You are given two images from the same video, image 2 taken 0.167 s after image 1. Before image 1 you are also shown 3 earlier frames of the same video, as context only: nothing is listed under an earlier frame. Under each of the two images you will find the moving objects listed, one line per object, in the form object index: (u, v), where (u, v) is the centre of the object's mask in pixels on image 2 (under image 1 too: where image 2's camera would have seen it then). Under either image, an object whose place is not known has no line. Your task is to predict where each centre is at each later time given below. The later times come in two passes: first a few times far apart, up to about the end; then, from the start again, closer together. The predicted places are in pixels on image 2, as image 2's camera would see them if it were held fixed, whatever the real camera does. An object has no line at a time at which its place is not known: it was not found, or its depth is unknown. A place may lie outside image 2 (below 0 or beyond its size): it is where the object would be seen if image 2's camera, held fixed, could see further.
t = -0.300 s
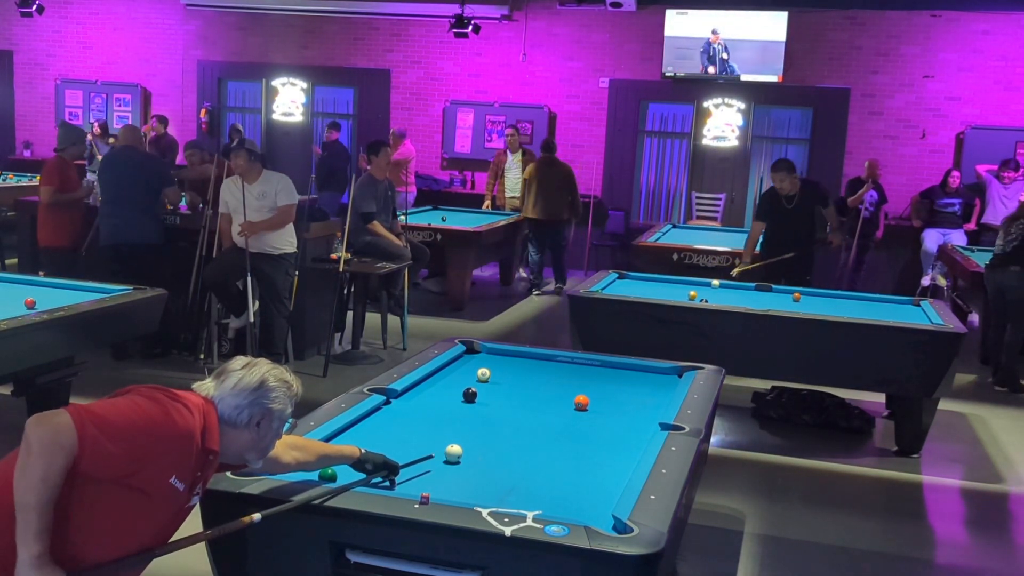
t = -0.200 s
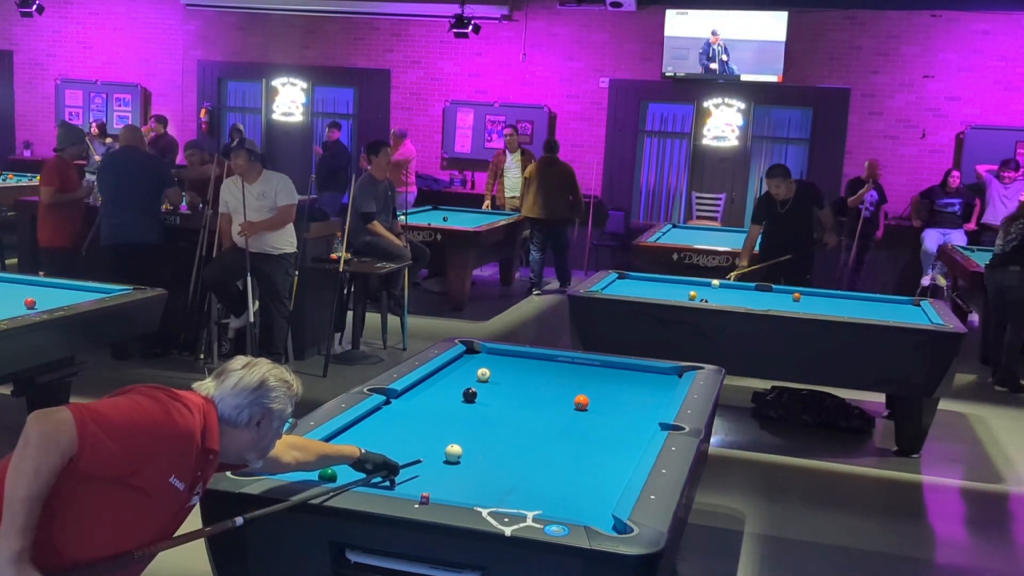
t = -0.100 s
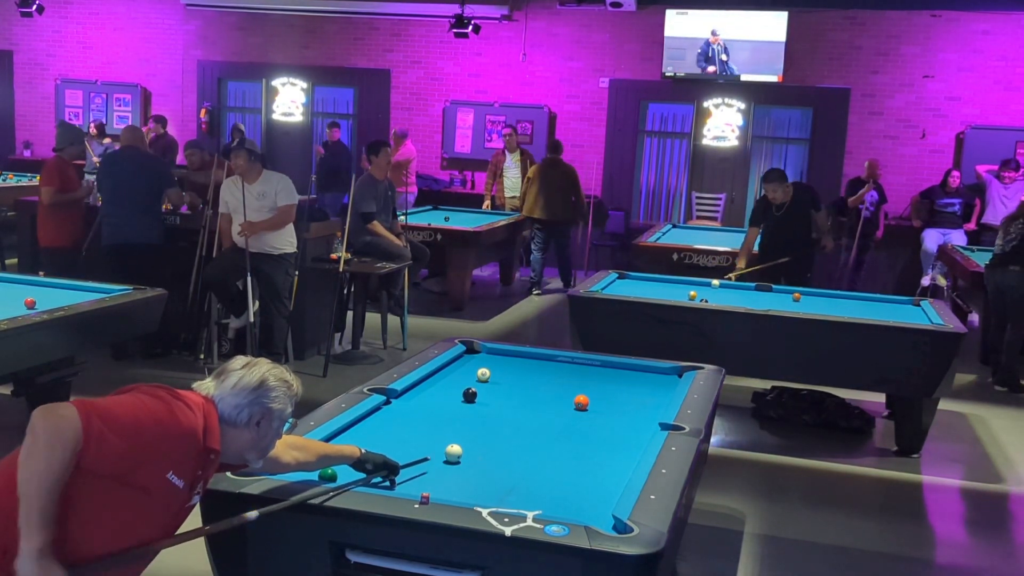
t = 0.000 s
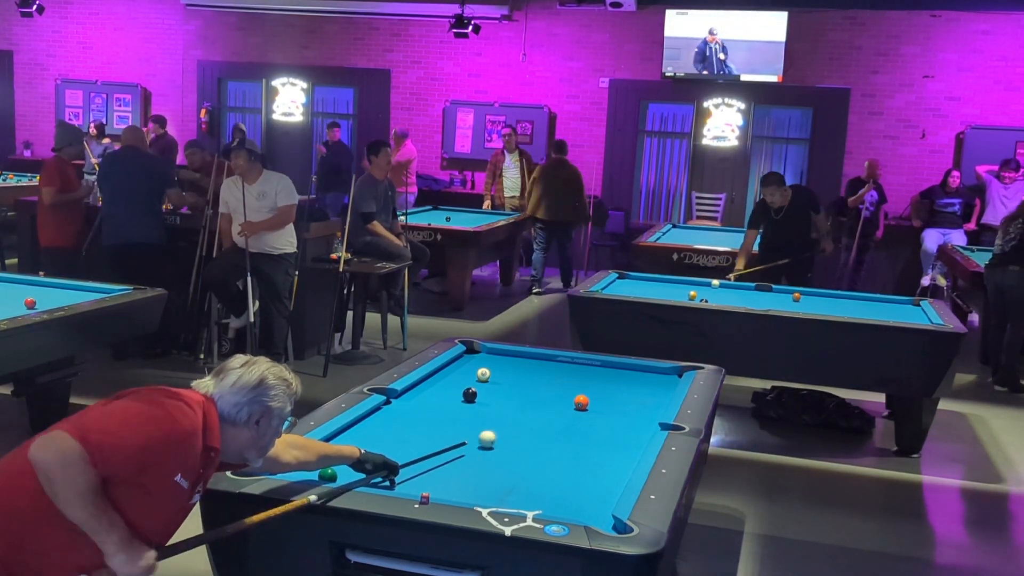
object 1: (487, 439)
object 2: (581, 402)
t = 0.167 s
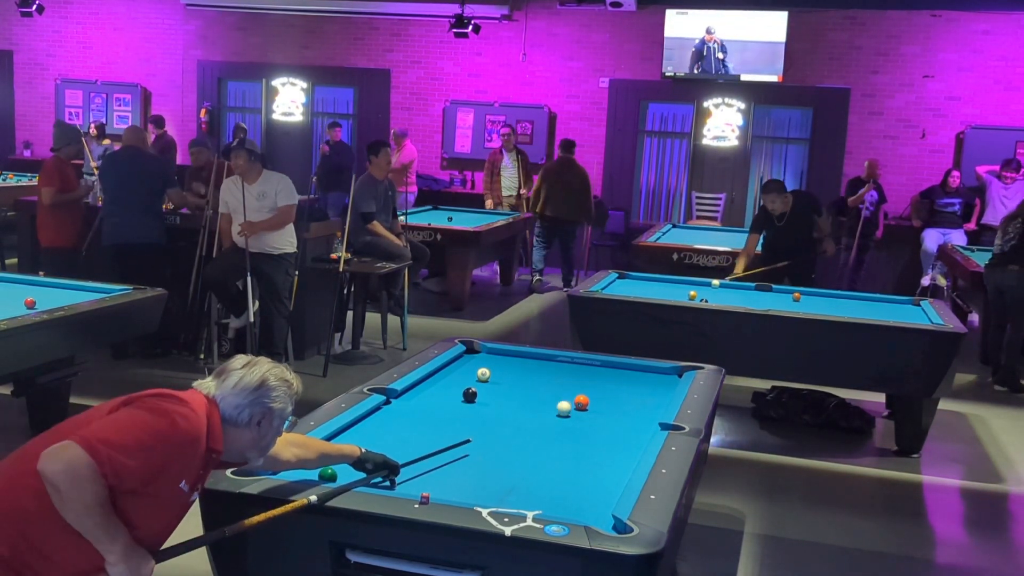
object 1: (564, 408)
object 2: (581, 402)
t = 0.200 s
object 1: (573, 405)
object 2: (586, 400)
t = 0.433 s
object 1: (578, 398)
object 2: (659, 376)
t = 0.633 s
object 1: (592, 390)
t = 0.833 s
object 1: (605, 382)
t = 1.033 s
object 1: (617, 375)
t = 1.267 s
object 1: (630, 368)
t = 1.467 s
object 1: (630, 370)
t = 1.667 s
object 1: (628, 374)
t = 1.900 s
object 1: (625, 378)
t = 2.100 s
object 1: (623, 382)
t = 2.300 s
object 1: (620, 386)
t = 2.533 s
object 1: (617, 390)
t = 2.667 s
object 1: (615, 393)
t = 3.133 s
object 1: (608, 401)
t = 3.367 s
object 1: (605, 404)
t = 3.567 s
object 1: (602, 407)
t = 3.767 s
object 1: (600, 410)
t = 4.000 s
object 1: (597, 413)
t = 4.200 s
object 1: (595, 416)
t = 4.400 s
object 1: (593, 417)
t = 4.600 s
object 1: (591, 419)
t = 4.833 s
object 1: (588, 421)
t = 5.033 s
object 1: (587, 422)
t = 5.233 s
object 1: (585, 423)
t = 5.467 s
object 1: (584, 425)
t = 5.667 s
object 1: (584, 425)
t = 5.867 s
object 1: (584, 425)
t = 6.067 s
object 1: (584, 425)
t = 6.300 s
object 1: (584, 425)
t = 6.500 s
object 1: (584, 425)
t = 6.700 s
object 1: (584, 425)
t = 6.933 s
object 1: (584, 425)
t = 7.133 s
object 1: (584, 425)
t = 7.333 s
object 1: (584, 425)
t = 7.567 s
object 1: (584, 425)
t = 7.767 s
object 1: (584, 425)
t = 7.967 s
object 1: (584, 425)
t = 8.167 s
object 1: (584, 425)
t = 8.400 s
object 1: (584, 425)
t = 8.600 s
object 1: (584, 425)
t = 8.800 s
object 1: (584, 425)
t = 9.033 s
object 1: (584, 425)
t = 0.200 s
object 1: (573, 405)
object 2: (586, 400)
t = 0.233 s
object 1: (573, 404)
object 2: (598, 396)
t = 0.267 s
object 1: (572, 404)
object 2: (610, 392)
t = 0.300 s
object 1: (572, 403)
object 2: (621, 388)
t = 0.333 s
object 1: (573, 402)
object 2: (632, 385)
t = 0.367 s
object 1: (574, 401)
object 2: (641, 382)
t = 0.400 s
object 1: (576, 400)
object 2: (651, 379)
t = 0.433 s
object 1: (578, 398)
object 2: (659, 376)
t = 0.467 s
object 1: (580, 397)
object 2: (667, 373)
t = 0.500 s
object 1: (582, 396)
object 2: (674, 371)
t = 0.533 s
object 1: (585, 394)
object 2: (683, 370)
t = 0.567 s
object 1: (587, 393)
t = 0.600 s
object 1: (589, 391)
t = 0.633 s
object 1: (592, 390)
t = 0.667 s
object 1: (594, 389)
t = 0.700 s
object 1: (596, 387)
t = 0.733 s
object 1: (598, 386)
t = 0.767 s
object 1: (601, 385)
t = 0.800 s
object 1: (603, 383)
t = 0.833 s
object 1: (605, 382)
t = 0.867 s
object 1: (607, 381)
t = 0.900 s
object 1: (609, 380)
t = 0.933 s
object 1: (611, 379)
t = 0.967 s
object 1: (613, 378)
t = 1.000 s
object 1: (615, 376)
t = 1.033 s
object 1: (617, 375)
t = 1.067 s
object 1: (619, 374)
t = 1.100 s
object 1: (621, 373)
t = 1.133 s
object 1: (623, 372)
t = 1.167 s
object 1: (625, 371)
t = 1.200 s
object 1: (626, 369)
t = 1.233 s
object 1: (628, 369)
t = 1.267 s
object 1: (630, 368)
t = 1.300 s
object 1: (631, 367)
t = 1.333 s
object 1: (631, 367)
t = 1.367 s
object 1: (631, 368)
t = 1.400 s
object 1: (631, 368)
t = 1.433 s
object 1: (630, 369)
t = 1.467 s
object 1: (630, 370)
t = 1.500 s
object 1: (629, 371)
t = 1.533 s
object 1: (629, 371)
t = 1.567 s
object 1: (629, 372)
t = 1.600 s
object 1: (628, 373)
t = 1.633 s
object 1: (628, 373)
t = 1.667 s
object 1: (628, 374)
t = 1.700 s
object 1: (627, 374)
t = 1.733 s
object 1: (627, 375)
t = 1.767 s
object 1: (626, 376)
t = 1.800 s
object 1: (626, 377)
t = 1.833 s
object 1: (626, 377)
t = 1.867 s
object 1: (625, 378)
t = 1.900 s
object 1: (625, 378)
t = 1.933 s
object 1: (625, 379)
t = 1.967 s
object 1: (624, 379)
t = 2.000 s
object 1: (624, 380)
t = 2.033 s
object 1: (623, 381)
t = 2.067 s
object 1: (623, 381)
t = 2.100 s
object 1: (623, 382)
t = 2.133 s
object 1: (622, 383)
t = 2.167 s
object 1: (622, 383)
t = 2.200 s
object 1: (621, 384)
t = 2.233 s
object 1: (621, 385)
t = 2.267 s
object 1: (620, 385)
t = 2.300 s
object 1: (620, 386)
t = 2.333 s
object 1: (619, 387)
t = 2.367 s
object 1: (619, 387)
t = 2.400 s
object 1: (618, 388)
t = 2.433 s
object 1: (618, 389)
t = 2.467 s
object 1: (614, 388)
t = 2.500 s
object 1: (617, 390)
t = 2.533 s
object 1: (617, 390)
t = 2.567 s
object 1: (616, 391)
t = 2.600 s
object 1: (616, 392)
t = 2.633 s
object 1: (615, 392)
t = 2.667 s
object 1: (615, 393)
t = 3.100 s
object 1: (606, 400)
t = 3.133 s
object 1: (608, 401)
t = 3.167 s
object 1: (608, 401)
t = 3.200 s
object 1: (608, 401)
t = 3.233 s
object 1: (607, 402)
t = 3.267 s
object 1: (607, 403)
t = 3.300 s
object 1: (606, 403)
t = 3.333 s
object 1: (606, 404)
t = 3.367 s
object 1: (605, 404)
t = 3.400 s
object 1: (605, 405)
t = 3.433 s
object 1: (604, 405)
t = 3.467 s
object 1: (604, 406)
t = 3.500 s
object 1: (603, 406)
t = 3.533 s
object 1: (603, 407)
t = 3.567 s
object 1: (602, 407)
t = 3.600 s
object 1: (602, 408)
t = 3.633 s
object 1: (601, 408)
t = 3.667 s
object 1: (601, 409)
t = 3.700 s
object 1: (601, 409)
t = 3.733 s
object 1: (600, 410)
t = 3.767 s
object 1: (600, 410)
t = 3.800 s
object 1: (599, 411)
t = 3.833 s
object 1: (599, 411)
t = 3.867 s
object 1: (598, 411)
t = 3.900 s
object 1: (598, 412)
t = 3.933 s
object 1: (597, 412)
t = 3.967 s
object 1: (597, 413)
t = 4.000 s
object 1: (597, 413)
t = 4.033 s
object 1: (596, 413)
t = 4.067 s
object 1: (596, 414)
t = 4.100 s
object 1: (596, 414)
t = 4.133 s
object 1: (595, 414)
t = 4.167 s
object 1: (595, 415)
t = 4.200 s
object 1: (595, 416)
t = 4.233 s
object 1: (595, 416)
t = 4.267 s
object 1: (594, 416)
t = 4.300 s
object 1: (594, 416)
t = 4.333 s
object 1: (594, 417)
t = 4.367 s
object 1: (593, 417)
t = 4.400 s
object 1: (593, 417)
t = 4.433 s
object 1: (593, 418)
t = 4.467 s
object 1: (592, 418)
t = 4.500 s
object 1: (592, 419)
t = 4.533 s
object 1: (591, 419)
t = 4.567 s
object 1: (591, 419)
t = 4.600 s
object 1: (591, 419)
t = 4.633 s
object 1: (591, 420)
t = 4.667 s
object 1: (590, 420)
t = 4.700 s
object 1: (590, 420)
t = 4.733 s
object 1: (589, 420)
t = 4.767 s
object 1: (589, 421)
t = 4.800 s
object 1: (589, 421)
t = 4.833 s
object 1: (588, 421)
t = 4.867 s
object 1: (588, 421)
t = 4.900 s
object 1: (588, 422)
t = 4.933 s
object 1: (588, 422)
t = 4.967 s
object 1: (587, 422)
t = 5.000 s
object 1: (587, 422)
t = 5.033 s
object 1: (587, 422)
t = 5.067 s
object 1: (586, 423)
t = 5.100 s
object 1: (586, 423)
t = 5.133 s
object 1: (586, 423)
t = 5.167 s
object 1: (585, 423)
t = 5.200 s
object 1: (585, 423)
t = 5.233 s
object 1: (585, 423)
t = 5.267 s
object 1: (585, 424)
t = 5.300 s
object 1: (585, 424)
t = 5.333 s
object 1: (584, 424)
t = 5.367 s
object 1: (584, 424)
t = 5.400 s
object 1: (584, 424)
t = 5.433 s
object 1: (584, 424)
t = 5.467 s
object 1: (584, 425)
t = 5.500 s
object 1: (584, 425)
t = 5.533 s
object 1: (584, 425)
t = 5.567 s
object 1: (584, 425)
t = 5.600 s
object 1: (584, 425)
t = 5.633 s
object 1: (584, 425)
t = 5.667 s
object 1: (584, 425)
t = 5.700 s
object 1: (584, 425)
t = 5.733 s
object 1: (584, 425)
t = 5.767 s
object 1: (584, 425)
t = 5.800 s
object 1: (584, 425)
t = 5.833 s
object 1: (584, 425)
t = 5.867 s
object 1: (584, 425)
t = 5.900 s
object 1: (584, 425)
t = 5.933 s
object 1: (584, 425)
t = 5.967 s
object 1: (584, 425)
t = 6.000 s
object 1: (584, 425)
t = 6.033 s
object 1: (584, 425)
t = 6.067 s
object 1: (584, 425)
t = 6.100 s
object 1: (584, 425)
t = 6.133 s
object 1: (584, 425)
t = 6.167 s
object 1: (584, 425)
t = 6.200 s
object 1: (584, 425)
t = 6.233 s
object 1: (584, 425)
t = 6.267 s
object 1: (584, 425)
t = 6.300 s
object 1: (584, 425)
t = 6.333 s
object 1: (584, 425)
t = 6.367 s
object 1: (584, 425)
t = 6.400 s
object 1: (584, 425)
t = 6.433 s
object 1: (584, 425)
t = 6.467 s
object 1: (584, 425)
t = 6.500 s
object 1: (584, 425)
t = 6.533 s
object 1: (584, 425)
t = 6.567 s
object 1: (584, 425)
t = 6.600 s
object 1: (584, 425)
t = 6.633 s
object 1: (584, 425)
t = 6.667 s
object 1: (584, 425)
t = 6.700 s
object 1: (584, 425)
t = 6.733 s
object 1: (584, 425)
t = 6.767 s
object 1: (584, 425)
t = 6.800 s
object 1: (584, 425)
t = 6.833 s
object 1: (584, 425)
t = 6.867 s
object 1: (584, 425)
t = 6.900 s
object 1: (584, 425)
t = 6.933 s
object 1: (584, 425)
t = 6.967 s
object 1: (584, 425)
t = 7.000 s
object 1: (584, 425)
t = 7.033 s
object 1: (584, 425)
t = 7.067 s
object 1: (584, 425)
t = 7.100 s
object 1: (584, 425)
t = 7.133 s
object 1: (584, 425)
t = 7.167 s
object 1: (584, 425)
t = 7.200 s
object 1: (584, 425)
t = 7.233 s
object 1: (584, 425)
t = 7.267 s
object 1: (584, 425)
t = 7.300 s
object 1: (584, 425)
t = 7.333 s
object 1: (584, 425)
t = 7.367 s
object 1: (584, 425)
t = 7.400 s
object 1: (584, 425)
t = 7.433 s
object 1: (584, 425)
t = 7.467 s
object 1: (584, 425)
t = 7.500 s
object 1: (584, 425)
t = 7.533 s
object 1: (584, 425)
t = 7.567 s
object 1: (584, 425)
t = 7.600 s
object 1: (584, 425)
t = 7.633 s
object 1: (584, 425)
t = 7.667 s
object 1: (584, 425)
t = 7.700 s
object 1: (584, 425)
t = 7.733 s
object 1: (584, 425)
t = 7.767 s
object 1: (584, 425)
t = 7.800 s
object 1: (584, 425)
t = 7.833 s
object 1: (584, 425)
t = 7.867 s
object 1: (584, 425)
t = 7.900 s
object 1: (584, 425)
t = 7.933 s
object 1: (584, 425)
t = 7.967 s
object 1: (584, 425)
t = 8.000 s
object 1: (584, 425)
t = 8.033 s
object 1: (584, 425)
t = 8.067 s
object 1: (584, 425)
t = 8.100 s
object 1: (584, 425)
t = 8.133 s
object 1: (584, 425)
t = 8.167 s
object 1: (584, 425)
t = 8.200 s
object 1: (584, 425)
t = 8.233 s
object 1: (584, 425)
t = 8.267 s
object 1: (584, 425)
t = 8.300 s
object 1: (584, 425)
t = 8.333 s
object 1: (584, 425)
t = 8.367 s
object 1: (584, 425)
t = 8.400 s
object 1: (584, 425)
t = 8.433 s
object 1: (584, 425)
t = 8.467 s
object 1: (584, 425)
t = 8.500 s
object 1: (584, 425)
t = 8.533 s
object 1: (584, 425)
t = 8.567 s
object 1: (584, 425)
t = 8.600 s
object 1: (584, 425)
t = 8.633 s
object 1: (584, 425)
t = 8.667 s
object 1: (584, 425)
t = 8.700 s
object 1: (584, 425)
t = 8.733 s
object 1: (584, 425)
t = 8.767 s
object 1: (584, 425)
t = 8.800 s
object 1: (584, 425)
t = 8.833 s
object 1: (584, 425)
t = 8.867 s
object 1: (584, 425)
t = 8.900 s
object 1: (584, 425)
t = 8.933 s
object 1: (584, 425)
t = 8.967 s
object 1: (584, 425)
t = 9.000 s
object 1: (584, 425)
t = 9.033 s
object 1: (584, 425)
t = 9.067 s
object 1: (584, 425)
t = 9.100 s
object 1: (584, 425)
